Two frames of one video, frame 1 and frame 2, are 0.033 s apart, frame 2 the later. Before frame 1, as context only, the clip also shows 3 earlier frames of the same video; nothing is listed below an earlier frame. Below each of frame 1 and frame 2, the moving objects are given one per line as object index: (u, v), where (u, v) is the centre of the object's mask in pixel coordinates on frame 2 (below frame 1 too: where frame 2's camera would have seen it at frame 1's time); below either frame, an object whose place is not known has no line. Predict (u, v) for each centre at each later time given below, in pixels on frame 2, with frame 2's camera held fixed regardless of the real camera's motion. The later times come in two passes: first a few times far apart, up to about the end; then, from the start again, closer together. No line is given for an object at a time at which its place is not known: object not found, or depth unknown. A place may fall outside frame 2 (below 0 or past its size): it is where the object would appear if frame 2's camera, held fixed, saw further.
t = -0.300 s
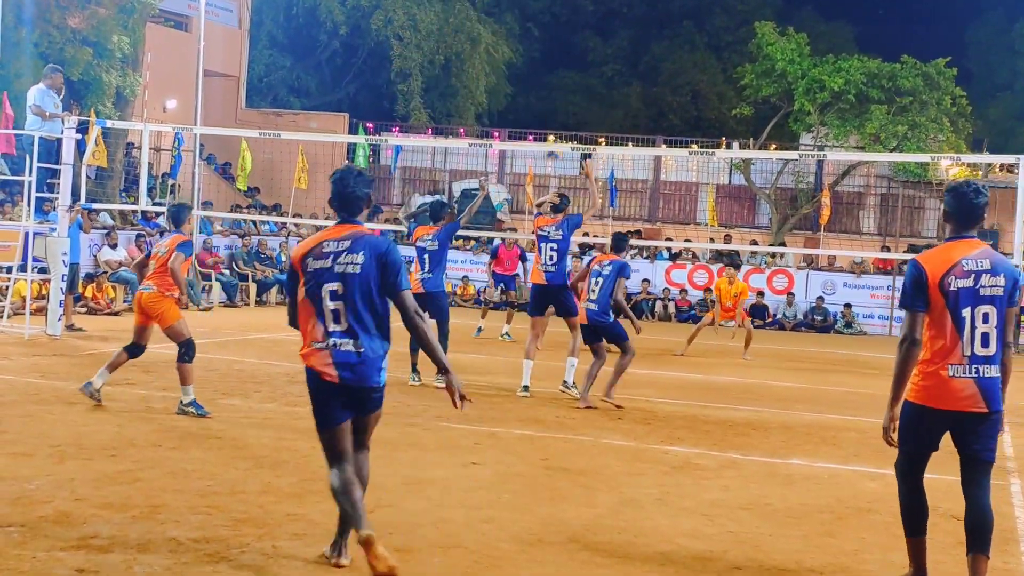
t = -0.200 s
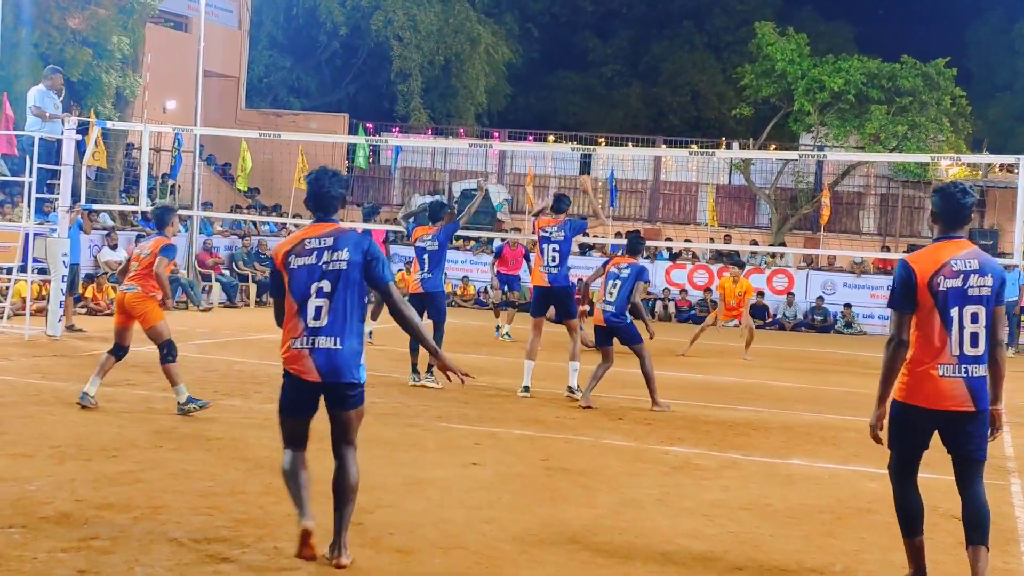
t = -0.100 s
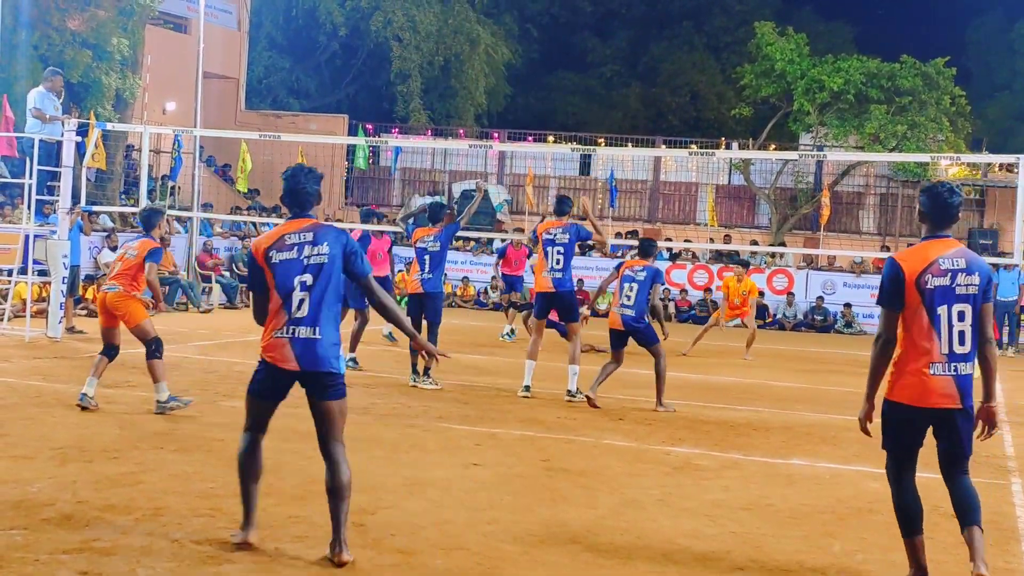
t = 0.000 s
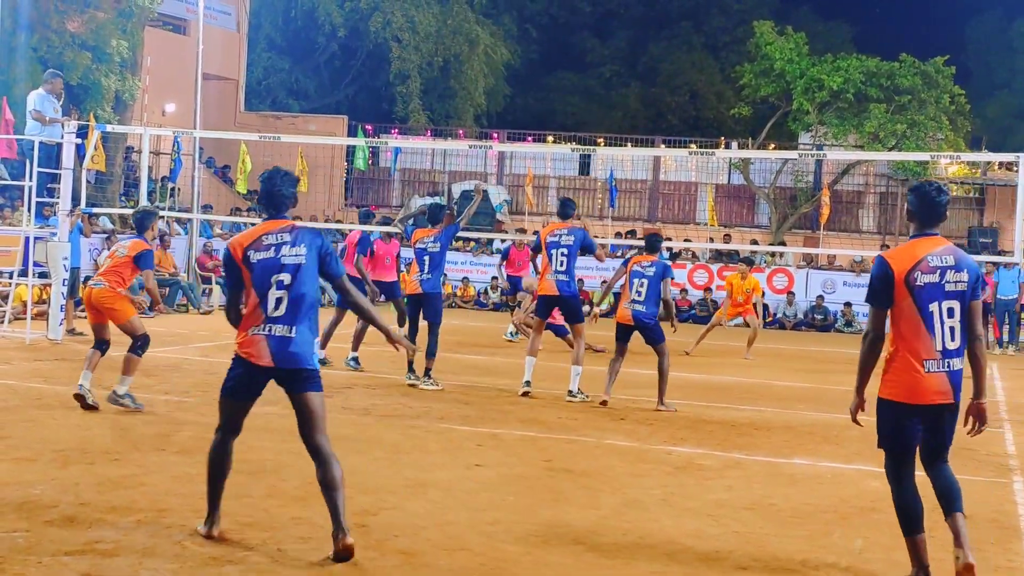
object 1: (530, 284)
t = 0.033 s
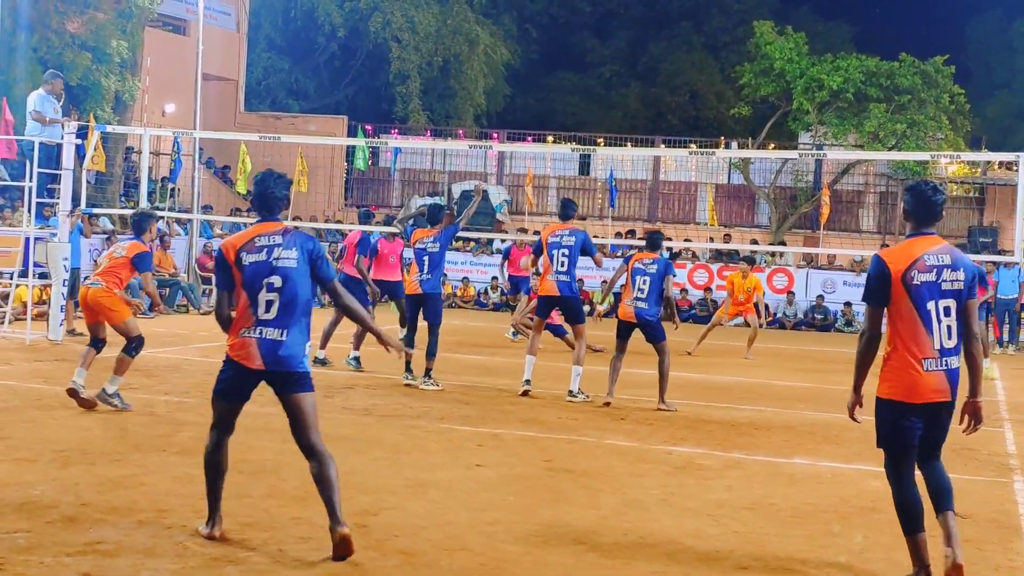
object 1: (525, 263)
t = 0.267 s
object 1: (518, 140)
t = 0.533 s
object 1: (505, 49)
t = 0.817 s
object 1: (488, -1)
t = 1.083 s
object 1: (466, 9)
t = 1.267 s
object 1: (446, 54)
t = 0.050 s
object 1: (526, 254)
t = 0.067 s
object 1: (527, 246)
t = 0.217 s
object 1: (518, 172)
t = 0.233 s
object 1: (518, 161)
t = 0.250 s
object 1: (518, 157)
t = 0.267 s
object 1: (518, 140)
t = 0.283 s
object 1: (518, 136)
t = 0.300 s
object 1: (517, 131)
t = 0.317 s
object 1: (516, 124)
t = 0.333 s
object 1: (515, 117)
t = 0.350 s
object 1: (515, 111)
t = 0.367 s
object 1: (514, 105)
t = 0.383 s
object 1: (513, 98)
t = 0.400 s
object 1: (512, 92)
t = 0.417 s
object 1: (511, 86)
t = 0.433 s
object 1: (511, 80)
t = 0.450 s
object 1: (510, 75)
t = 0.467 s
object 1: (509, 69)
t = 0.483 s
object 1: (508, 64)
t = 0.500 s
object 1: (507, 59)
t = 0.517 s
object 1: (506, 54)
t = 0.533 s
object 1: (505, 49)
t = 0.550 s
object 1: (504, 45)
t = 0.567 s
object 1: (504, 40)
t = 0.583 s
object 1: (503, 36)
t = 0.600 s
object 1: (502, 32)
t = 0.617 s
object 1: (501, 28)
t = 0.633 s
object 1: (500, 24)
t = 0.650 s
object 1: (499, 21)
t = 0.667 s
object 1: (498, 18)
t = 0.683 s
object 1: (497, 15)
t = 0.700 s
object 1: (496, 13)
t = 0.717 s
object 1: (495, 10)
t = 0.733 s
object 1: (494, 8)
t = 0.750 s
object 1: (493, 5)
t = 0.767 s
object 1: (492, 3)
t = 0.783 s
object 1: (490, 1)
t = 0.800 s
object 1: (489, 0)
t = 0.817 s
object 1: (488, -1)
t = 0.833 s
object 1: (487, -3)
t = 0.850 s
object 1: (486, -3)
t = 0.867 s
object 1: (485, -4)
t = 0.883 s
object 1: (483, -4)
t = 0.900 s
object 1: (482, -4)
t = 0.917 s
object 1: (481, -4)
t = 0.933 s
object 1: (479, -4)
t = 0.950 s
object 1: (478, -4)
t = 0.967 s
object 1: (477, -3)
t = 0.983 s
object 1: (475, -2)
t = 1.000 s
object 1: (475, -1)
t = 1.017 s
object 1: (472, 0)
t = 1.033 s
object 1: (471, 2)
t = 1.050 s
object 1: (469, 4)
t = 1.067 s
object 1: (468, 6)
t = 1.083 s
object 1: (466, 9)
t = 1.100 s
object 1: (464, 12)
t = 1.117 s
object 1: (464, 14)
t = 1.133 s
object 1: (461, 18)
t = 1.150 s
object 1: (459, 21)
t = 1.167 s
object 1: (457, 24)
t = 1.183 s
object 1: (455, 29)
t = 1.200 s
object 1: (453, 33)
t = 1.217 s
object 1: (452, 37)
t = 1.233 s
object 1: (449, 43)
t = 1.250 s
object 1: (448, 48)
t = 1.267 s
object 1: (446, 54)
